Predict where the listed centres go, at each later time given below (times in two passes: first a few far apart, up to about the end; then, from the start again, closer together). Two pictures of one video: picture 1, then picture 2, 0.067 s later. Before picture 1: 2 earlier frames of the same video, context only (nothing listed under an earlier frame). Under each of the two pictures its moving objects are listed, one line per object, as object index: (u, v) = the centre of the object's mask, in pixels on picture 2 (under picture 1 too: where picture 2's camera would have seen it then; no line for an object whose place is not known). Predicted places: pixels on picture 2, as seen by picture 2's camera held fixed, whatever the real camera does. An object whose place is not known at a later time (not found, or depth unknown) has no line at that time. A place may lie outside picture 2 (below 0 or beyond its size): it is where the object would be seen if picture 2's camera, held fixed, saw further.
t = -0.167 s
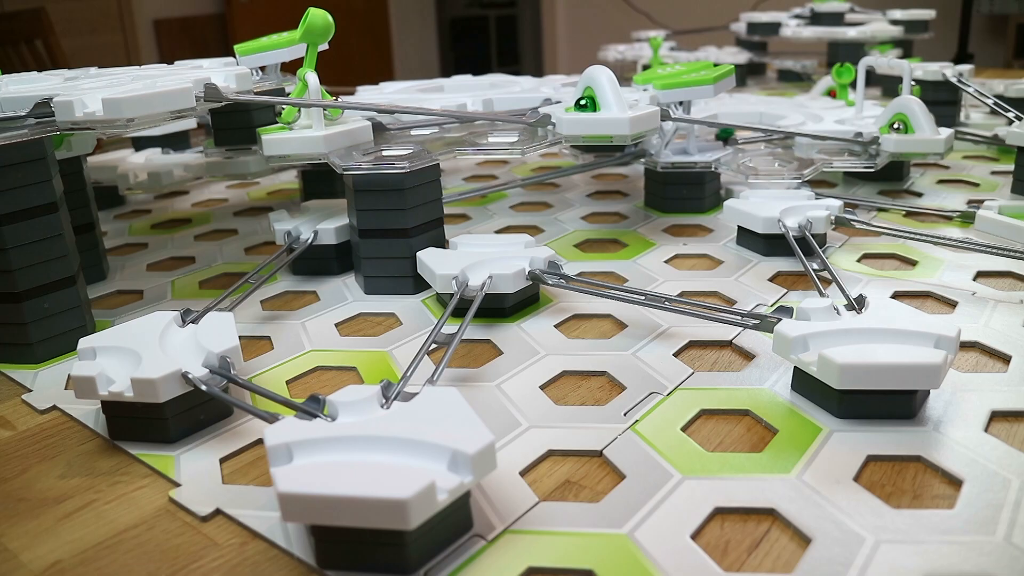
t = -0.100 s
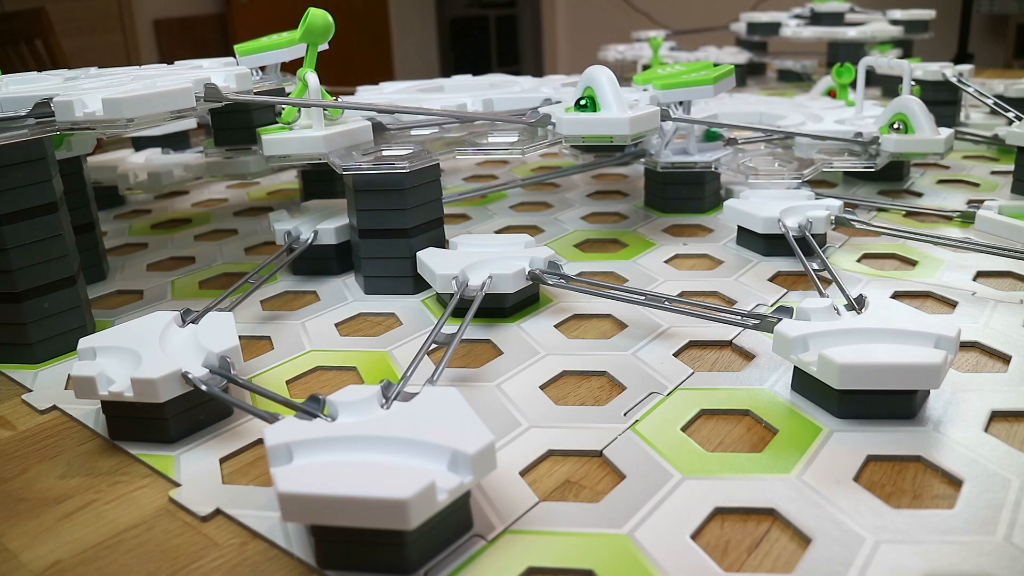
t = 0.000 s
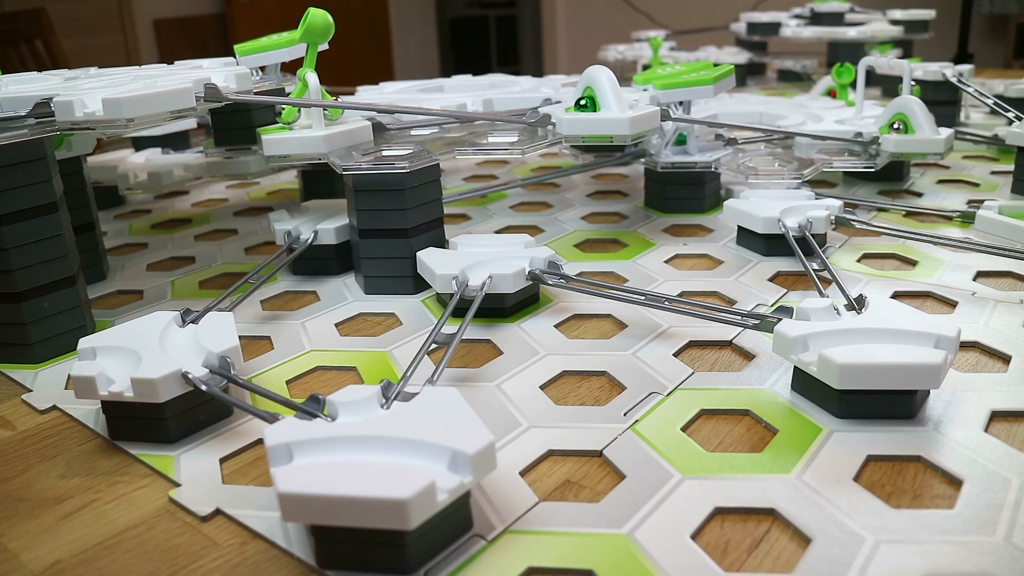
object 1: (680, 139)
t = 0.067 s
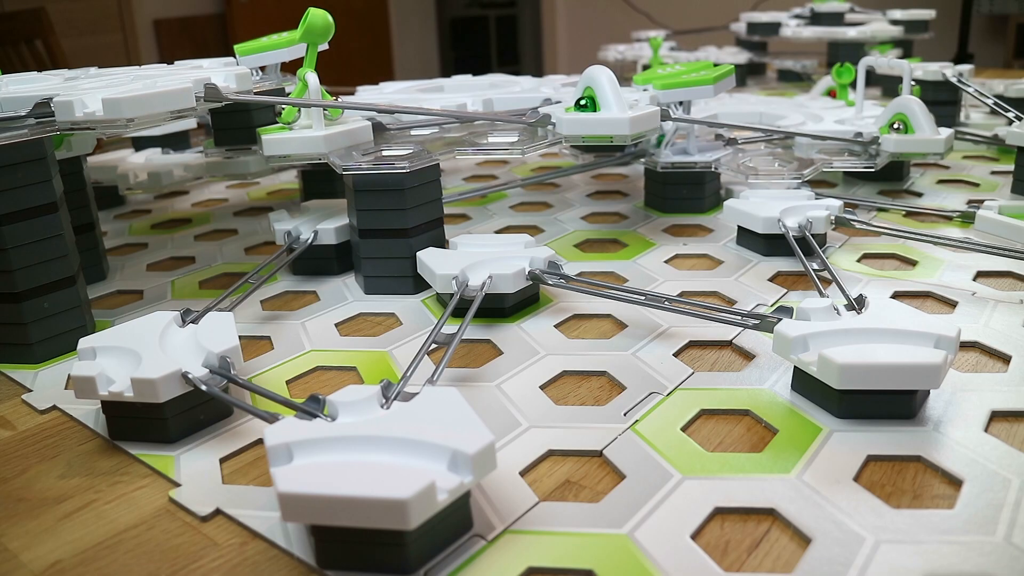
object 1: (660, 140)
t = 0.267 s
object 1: (627, 149)
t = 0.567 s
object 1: (520, 172)
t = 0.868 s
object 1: (338, 208)
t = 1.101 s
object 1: (260, 263)
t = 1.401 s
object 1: (190, 353)
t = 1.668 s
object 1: (353, 403)
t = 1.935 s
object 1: (434, 337)
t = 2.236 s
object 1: (480, 264)
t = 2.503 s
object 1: (591, 273)
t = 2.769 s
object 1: (713, 297)
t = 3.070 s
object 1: (839, 307)
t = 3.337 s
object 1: (835, 279)
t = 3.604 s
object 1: (814, 247)
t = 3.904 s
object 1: (797, 221)
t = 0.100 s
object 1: (654, 143)
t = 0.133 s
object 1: (648, 144)
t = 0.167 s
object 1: (643, 145)
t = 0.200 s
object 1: (638, 146)
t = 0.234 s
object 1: (632, 148)
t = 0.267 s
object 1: (627, 149)
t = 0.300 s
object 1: (619, 151)
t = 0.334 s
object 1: (610, 152)
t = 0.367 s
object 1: (601, 153)
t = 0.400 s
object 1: (590, 156)
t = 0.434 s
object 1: (577, 160)
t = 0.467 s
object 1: (564, 162)
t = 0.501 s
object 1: (551, 165)
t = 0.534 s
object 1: (535, 169)
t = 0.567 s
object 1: (520, 172)
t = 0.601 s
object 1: (504, 176)
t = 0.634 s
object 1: (486, 179)
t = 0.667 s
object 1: (468, 184)
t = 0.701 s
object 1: (450, 188)
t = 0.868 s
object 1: (338, 208)
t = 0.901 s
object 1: (321, 214)
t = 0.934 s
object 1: (308, 222)
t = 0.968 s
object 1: (297, 231)
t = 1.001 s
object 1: (289, 238)
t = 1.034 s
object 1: (281, 245)
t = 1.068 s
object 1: (270, 254)
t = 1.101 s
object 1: (260, 263)
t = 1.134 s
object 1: (247, 271)
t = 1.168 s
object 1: (235, 281)
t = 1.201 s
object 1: (224, 289)
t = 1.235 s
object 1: (210, 298)
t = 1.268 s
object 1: (194, 309)
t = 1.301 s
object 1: (183, 320)
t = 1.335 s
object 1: (177, 332)
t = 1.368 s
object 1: (179, 344)
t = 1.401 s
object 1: (190, 353)
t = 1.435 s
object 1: (210, 363)
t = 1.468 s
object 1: (223, 369)
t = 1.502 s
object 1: (240, 377)
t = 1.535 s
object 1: (261, 385)
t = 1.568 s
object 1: (281, 392)
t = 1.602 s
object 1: (304, 401)
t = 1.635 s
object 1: (321, 406)
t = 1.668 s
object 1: (353, 403)
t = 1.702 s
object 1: (378, 396)
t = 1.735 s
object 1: (394, 391)
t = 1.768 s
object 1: (403, 381)
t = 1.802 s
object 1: (410, 371)
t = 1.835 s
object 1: (416, 362)
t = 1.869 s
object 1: (423, 355)
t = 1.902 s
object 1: (429, 345)
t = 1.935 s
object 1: (434, 337)
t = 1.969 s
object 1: (440, 328)
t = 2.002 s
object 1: (445, 320)
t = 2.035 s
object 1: (452, 310)
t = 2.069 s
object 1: (457, 302)
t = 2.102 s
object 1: (461, 294)
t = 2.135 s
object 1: (465, 286)
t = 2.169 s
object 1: (469, 279)
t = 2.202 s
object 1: (473, 272)
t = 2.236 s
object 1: (480, 264)
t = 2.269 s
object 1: (495, 257)
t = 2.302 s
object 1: (511, 255)
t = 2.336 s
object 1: (529, 257)
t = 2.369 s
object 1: (543, 261)
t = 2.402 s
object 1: (553, 263)
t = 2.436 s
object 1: (563, 266)
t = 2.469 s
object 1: (577, 270)
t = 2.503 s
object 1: (591, 273)
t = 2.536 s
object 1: (605, 276)
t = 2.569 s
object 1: (619, 278)
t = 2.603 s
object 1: (635, 282)
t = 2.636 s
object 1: (649, 285)
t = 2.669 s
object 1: (666, 288)
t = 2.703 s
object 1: (681, 291)
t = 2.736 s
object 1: (696, 294)
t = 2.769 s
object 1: (713, 297)
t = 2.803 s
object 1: (729, 300)
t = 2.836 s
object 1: (745, 302)
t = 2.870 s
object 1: (760, 304)
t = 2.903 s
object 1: (777, 306)
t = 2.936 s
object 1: (791, 308)
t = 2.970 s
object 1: (804, 310)
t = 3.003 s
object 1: (820, 309)
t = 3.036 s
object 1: (830, 309)
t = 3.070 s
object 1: (839, 307)
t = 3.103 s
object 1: (847, 305)
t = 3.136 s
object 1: (849, 303)
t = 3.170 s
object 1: (850, 300)
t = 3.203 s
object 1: (848, 295)
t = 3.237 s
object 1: (844, 290)
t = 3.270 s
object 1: (841, 286)
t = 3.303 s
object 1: (839, 282)
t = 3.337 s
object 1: (835, 279)
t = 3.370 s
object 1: (832, 275)
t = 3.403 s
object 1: (830, 271)
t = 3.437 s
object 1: (827, 267)
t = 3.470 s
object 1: (824, 263)
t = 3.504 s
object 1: (821, 259)
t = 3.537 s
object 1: (819, 256)
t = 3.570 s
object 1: (816, 251)
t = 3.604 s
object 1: (814, 247)
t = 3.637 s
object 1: (811, 244)
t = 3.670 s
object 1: (810, 241)
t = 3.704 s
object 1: (807, 237)
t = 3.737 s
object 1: (805, 234)
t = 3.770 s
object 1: (803, 231)
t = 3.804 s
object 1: (801, 229)
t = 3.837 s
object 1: (799, 225)
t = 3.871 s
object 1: (798, 222)
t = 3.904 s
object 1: (797, 221)
